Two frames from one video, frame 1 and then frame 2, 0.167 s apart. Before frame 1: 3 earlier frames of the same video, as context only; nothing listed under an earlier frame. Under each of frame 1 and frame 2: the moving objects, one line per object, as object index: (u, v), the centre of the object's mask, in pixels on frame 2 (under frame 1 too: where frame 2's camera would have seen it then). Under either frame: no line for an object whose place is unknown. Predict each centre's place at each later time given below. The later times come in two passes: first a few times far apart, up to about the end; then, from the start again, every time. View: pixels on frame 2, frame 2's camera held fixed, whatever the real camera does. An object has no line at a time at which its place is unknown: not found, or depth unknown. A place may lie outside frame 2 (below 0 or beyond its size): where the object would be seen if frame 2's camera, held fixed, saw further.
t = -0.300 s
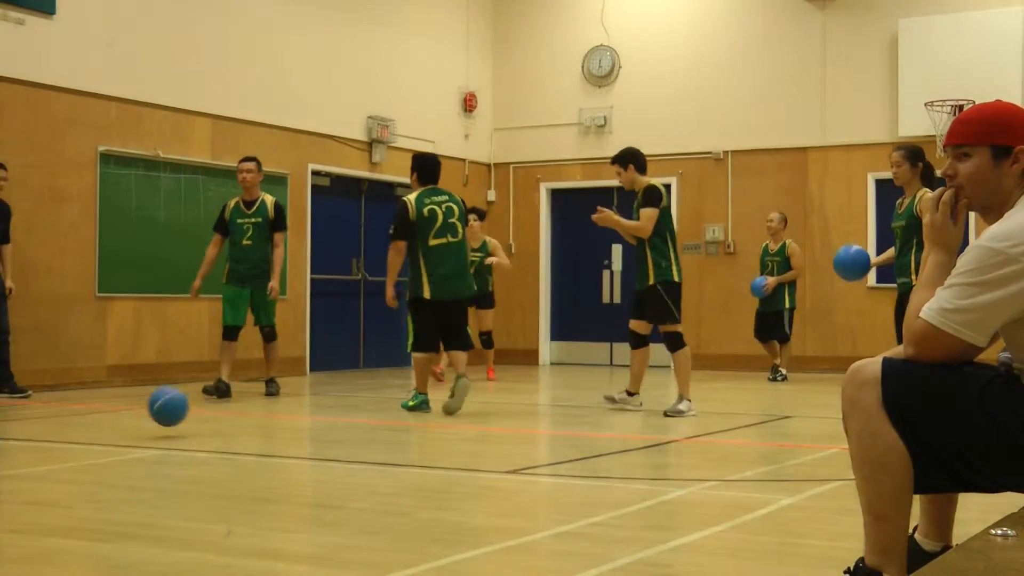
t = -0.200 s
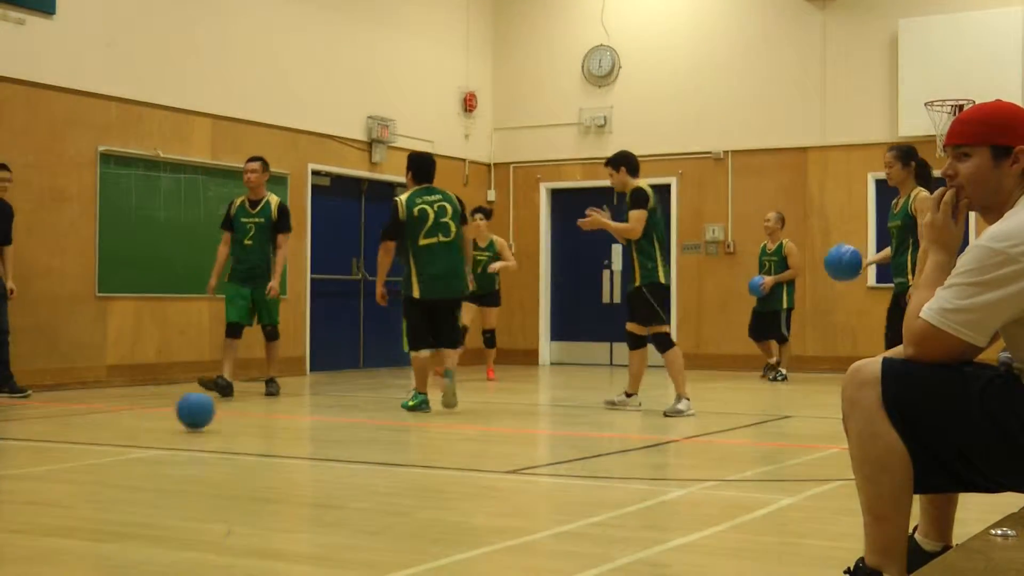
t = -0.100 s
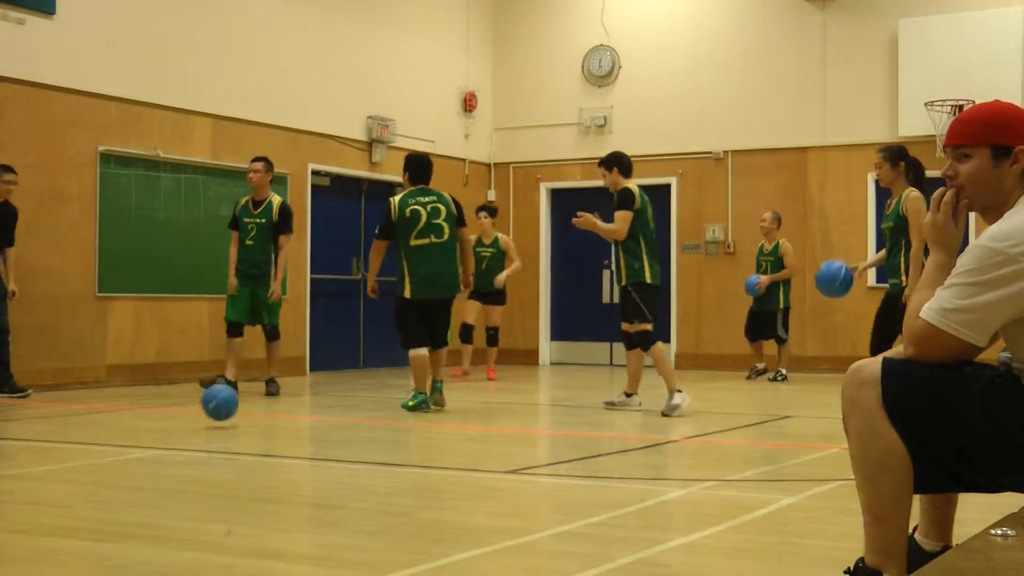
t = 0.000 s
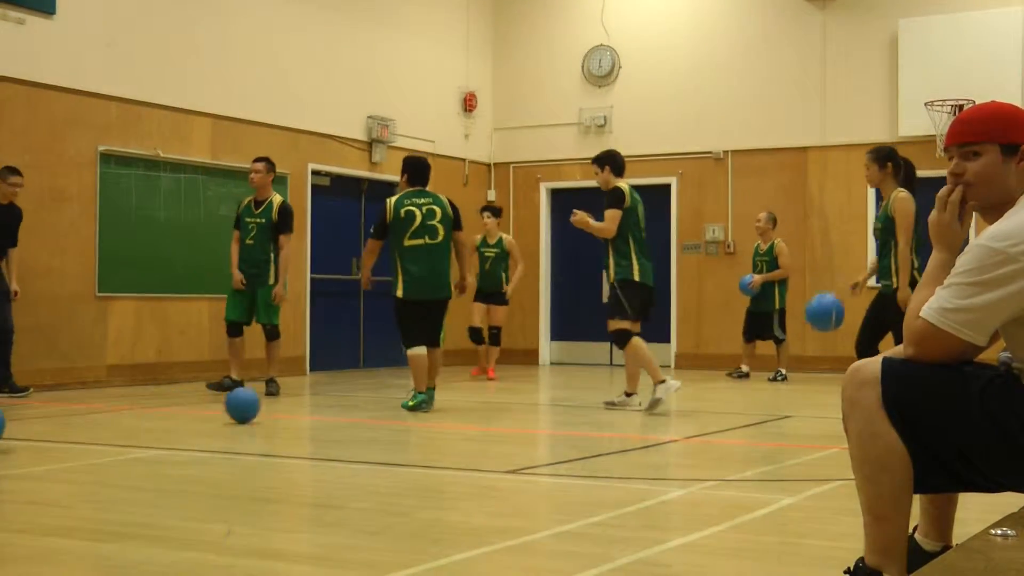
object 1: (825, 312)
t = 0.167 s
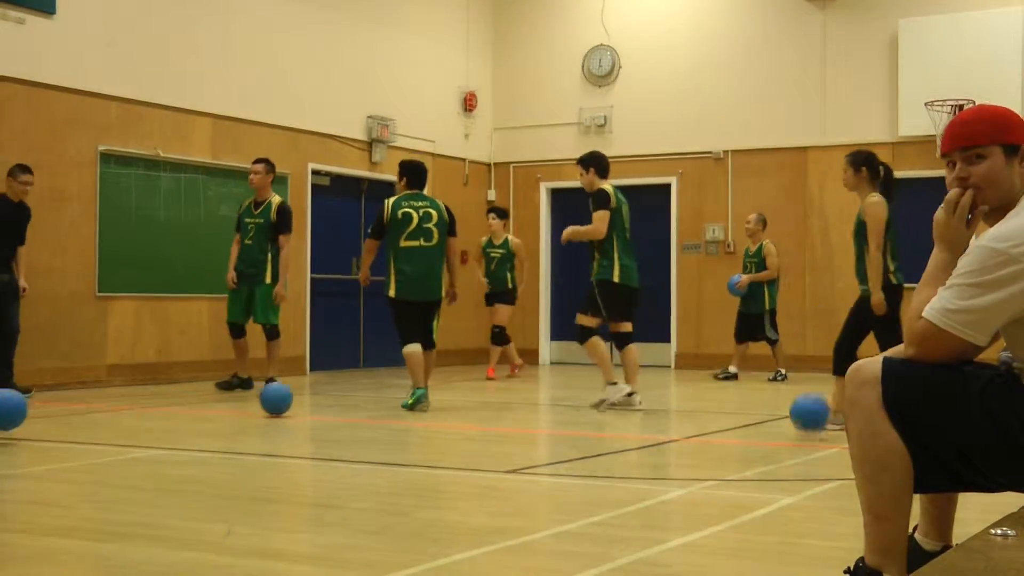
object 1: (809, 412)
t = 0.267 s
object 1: (803, 392)
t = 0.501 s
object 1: (789, 367)
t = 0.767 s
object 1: (771, 414)
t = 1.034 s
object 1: (748, 430)
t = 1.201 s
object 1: (735, 429)
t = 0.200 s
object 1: (807, 416)
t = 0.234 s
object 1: (805, 403)
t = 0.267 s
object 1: (803, 392)
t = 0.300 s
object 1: (801, 383)
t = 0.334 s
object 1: (799, 375)
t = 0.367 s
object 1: (797, 370)
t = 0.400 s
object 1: (795, 366)
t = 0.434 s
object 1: (793, 365)
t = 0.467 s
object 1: (791, 365)
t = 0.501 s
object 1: (789, 367)
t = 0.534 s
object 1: (787, 372)
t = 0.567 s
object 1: (785, 378)
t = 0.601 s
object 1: (783, 387)
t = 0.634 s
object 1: (781, 398)
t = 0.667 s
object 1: (780, 412)
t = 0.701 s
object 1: (777, 427)
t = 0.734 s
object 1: (774, 421)
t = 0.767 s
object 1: (771, 414)
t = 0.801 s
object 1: (769, 409)
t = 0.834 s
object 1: (766, 406)
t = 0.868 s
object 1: (763, 405)
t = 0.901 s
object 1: (760, 407)
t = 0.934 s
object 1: (757, 410)
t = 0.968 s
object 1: (754, 416)
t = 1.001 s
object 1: (751, 424)
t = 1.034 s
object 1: (748, 430)
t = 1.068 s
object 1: (746, 426)
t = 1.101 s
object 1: (743, 423)
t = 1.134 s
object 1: (740, 422)
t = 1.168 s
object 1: (738, 423)
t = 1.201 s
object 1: (735, 429)
